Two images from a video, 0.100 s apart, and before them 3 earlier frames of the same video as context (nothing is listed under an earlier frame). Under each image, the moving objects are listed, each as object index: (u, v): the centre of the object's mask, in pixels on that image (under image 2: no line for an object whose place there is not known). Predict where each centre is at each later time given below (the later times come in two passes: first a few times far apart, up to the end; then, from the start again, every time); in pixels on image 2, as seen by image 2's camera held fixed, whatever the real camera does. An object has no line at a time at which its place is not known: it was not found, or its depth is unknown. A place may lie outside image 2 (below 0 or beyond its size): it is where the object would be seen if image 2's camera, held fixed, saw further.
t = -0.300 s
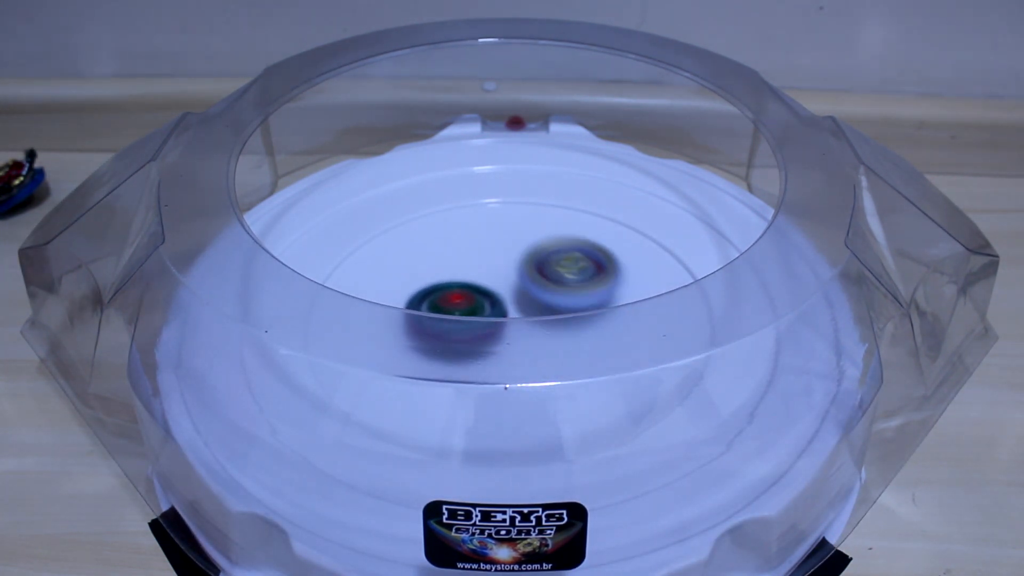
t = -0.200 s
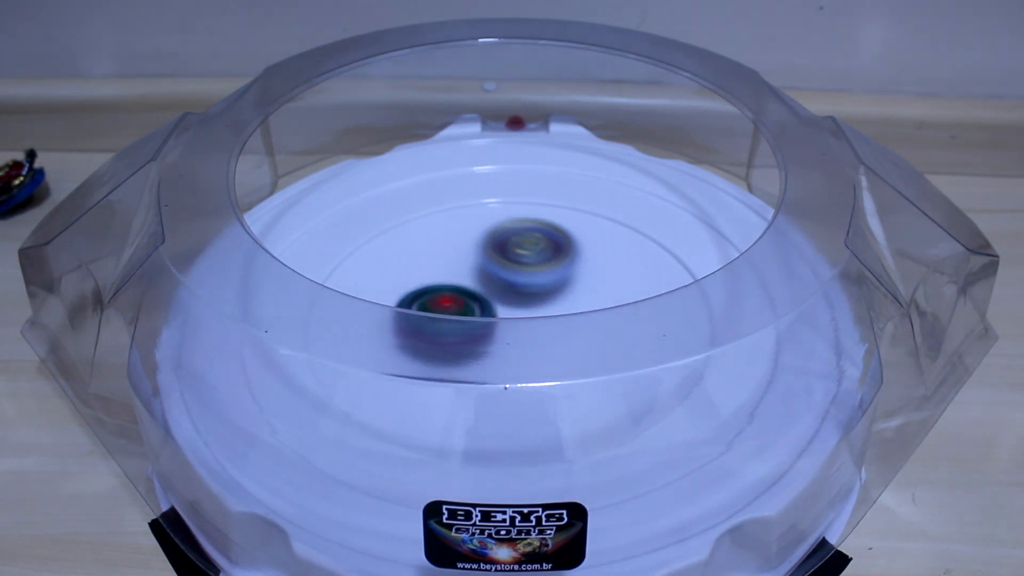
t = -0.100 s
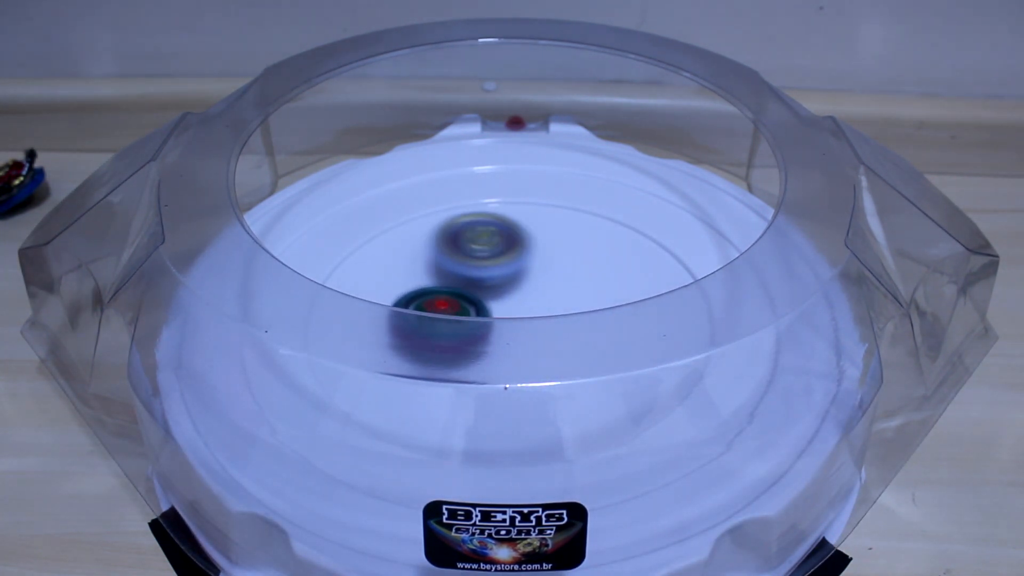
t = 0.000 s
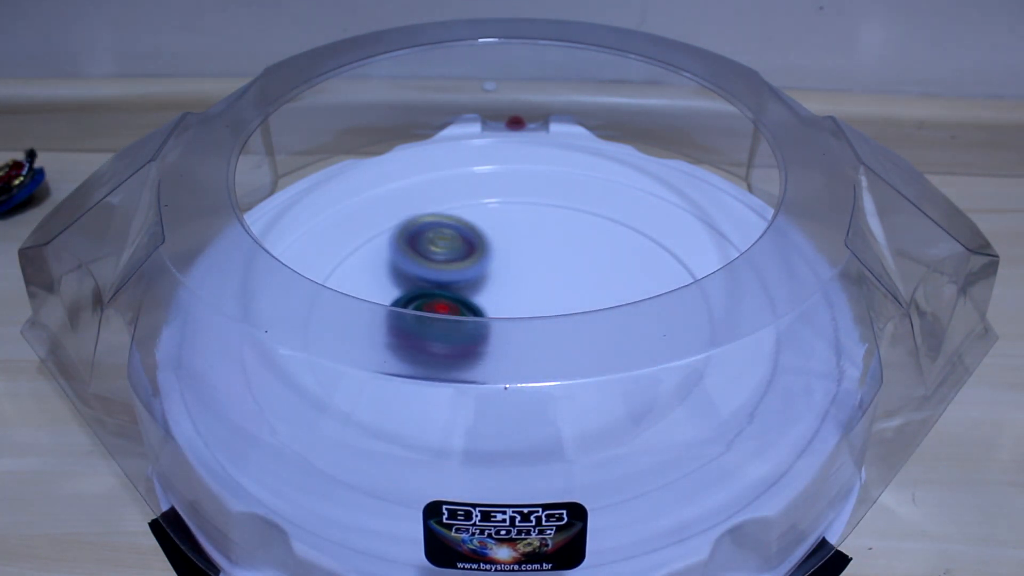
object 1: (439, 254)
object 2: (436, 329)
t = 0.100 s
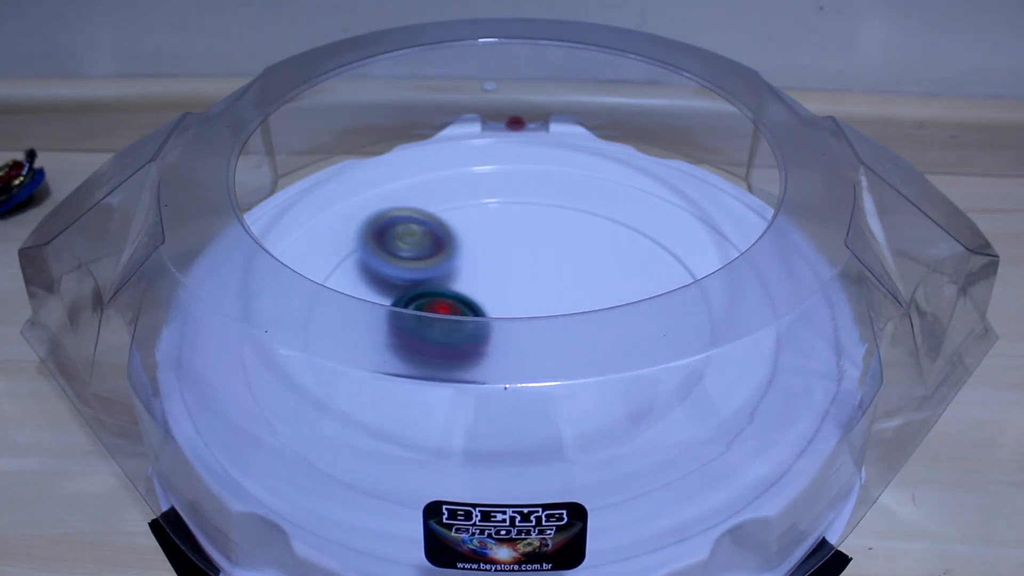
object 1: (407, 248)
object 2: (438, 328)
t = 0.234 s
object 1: (362, 260)
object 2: (447, 324)
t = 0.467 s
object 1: (400, 314)
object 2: (541, 337)
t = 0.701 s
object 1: (470, 262)
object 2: (640, 320)
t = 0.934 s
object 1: (437, 211)
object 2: (640, 309)
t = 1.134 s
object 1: (441, 279)
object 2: (588, 322)
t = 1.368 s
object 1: (478, 271)
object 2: (566, 352)
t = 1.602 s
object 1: (448, 274)
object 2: (501, 353)
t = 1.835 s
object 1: (479, 250)
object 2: (416, 378)
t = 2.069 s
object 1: (466, 268)
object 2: (415, 372)
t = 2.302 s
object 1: (560, 296)
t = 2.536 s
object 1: (601, 253)
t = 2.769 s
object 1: (552, 296)
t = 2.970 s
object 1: (594, 335)
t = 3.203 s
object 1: (637, 348)
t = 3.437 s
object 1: (599, 344)
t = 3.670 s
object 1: (485, 366)
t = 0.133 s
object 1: (395, 249)
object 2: (439, 326)
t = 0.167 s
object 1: (383, 251)
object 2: (440, 325)
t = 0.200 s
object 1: (370, 257)
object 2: (443, 324)
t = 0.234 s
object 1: (362, 260)
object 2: (447, 324)
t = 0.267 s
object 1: (356, 273)
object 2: (452, 323)
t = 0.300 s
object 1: (348, 278)
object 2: (468, 329)
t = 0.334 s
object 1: (343, 283)
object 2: (488, 335)
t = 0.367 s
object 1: (347, 292)
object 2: (506, 338)
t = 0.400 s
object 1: (359, 301)
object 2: (521, 339)
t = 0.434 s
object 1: (377, 309)
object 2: (532, 339)
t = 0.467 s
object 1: (400, 314)
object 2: (541, 337)
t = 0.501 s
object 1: (424, 316)
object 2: (549, 335)
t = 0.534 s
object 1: (447, 314)
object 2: (558, 333)
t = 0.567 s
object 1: (452, 303)
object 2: (584, 332)
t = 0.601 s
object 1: (458, 293)
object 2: (607, 330)
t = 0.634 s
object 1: (464, 280)
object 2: (623, 327)
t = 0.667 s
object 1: (467, 272)
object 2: (633, 324)
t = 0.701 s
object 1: (470, 262)
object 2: (640, 320)
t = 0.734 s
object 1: (470, 252)
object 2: (645, 317)
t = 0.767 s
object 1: (469, 243)
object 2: (647, 314)
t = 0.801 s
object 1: (466, 235)
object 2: (649, 312)
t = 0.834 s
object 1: (462, 227)
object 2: (649, 310)
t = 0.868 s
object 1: (455, 221)
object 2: (648, 309)
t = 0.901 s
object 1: (447, 217)
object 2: (645, 309)
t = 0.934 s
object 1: (437, 211)
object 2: (640, 309)
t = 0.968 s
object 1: (427, 216)
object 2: (635, 310)
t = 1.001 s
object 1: (419, 224)
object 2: (628, 311)
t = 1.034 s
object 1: (416, 236)
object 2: (620, 314)
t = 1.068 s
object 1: (419, 250)
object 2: (610, 316)
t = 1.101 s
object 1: (427, 265)
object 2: (599, 319)
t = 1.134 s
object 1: (441, 279)
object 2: (588, 322)
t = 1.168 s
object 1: (458, 289)
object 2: (578, 325)
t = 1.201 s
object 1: (475, 297)
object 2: (570, 329)
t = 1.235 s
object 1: (475, 295)
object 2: (575, 340)
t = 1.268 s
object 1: (474, 291)
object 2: (580, 345)
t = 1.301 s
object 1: (476, 286)
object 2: (579, 349)
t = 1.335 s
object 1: (478, 276)
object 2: (573, 350)
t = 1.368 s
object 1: (478, 271)
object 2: (566, 352)
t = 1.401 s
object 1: (475, 265)
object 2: (557, 353)
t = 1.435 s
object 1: (471, 261)
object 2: (548, 353)
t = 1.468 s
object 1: (463, 257)
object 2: (539, 354)
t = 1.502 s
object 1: (455, 257)
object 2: (530, 354)
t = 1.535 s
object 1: (449, 261)
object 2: (520, 354)
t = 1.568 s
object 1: (446, 267)
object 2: (510, 353)
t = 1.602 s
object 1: (448, 274)
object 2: (501, 353)
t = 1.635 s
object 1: (455, 278)
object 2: (493, 352)
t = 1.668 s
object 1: (462, 276)
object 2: (479, 358)
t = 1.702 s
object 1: (468, 273)
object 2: (466, 368)
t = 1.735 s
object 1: (473, 268)
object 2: (452, 372)
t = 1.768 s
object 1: (477, 262)
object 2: (438, 375)
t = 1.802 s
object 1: (479, 256)
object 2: (426, 376)
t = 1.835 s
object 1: (479, 250)
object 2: (416, 378)
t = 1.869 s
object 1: (477, 245)
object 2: (410, 379)
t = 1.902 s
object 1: (474, 235)
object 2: (407, 380)
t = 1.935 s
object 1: (467, 235)
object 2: (406, 380)
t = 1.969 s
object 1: (461, 244)
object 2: (406, 380)
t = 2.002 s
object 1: (459, 250)
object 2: (407, 379)
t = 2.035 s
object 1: (460, 259)
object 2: (411, 376)
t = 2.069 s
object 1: (466, 268)
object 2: (415, 372)
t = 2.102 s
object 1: (477, 275)
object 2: (420, 369)
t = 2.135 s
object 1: (491, 284)
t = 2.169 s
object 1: (503, 292)
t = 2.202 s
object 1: (519, 295)
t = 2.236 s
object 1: (533, 297)
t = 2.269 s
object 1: (547, 297)
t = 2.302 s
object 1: (560, 296)
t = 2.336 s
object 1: (572, 293)
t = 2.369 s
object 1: (583, 289)
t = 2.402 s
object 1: (591, 284)
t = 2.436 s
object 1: (599, 278)
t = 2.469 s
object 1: (603, 268)
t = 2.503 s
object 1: (603, 264)
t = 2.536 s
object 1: (601, 253)
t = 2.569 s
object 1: (591, 248)
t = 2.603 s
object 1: (578, 248)
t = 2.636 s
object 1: (562, 253)
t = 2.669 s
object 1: (549, 260)
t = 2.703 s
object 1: (542, 271)
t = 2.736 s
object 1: (545, 284)
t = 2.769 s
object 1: (552, 296)
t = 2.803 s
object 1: (558, 307)
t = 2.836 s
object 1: (565, 315)
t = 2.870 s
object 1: (571, 322)
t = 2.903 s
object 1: (579, 327)
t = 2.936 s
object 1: (586, 331)
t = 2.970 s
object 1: (594, 335)
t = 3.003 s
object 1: (602, 338)
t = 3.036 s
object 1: (610, 341)
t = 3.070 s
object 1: (616, 344)
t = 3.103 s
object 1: (622, 346)
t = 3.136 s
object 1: (628, 347)
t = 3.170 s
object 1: (633, 348)
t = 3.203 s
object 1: (637, 348)
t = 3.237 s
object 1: (638, 348)
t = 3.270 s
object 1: (639, 348)
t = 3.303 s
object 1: (640, 347)
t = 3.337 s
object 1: (636, 346)
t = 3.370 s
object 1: (628, 344)
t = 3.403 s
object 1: (615, 343)
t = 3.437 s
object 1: (599, 344)
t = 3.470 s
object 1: (582, 346)
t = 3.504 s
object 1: (564, 350)
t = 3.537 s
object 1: (547, 353)
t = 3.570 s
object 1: (531, 356)
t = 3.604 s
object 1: (516, 360)
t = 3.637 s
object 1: (501, 362)
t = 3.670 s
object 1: (485, 366)
